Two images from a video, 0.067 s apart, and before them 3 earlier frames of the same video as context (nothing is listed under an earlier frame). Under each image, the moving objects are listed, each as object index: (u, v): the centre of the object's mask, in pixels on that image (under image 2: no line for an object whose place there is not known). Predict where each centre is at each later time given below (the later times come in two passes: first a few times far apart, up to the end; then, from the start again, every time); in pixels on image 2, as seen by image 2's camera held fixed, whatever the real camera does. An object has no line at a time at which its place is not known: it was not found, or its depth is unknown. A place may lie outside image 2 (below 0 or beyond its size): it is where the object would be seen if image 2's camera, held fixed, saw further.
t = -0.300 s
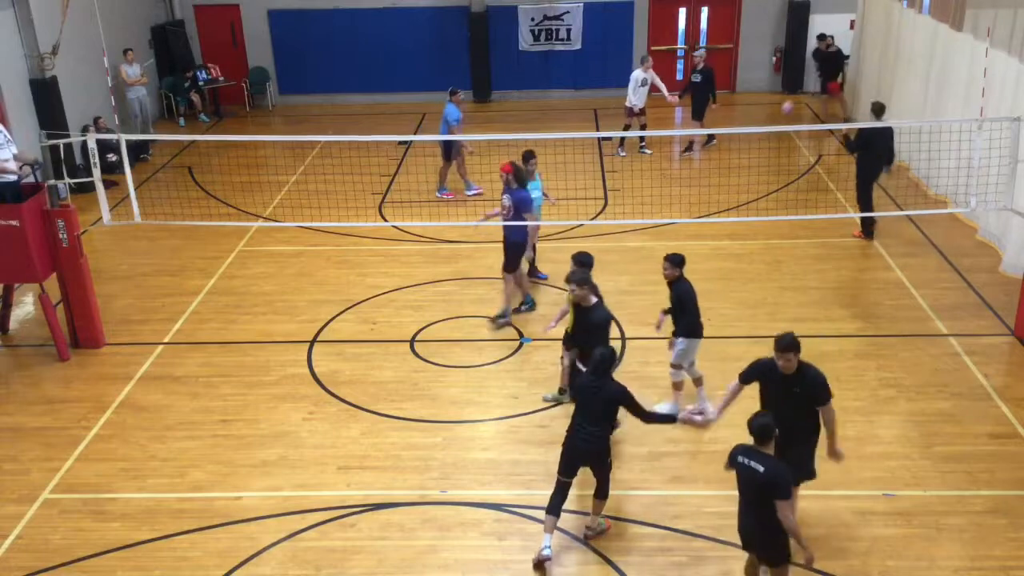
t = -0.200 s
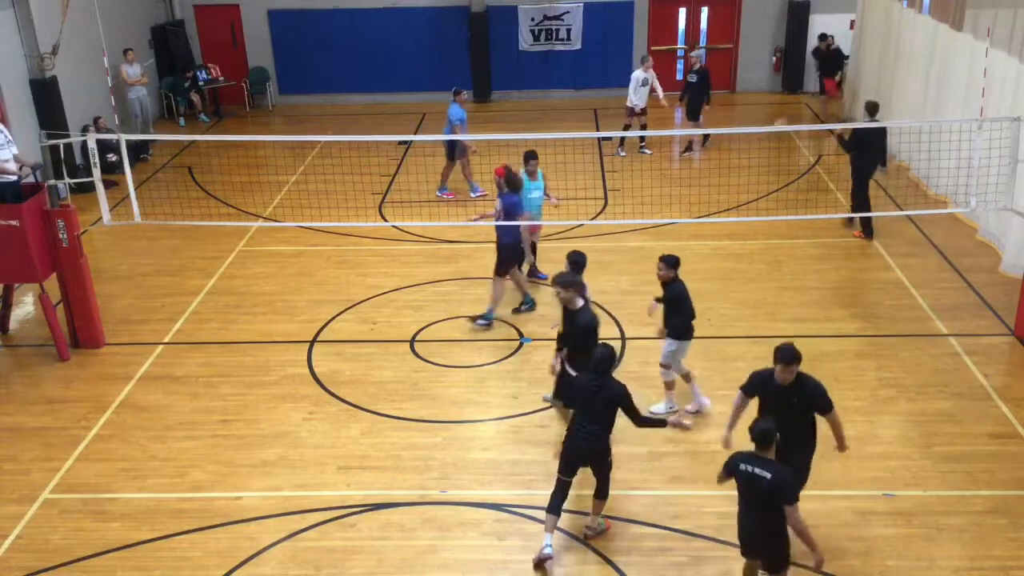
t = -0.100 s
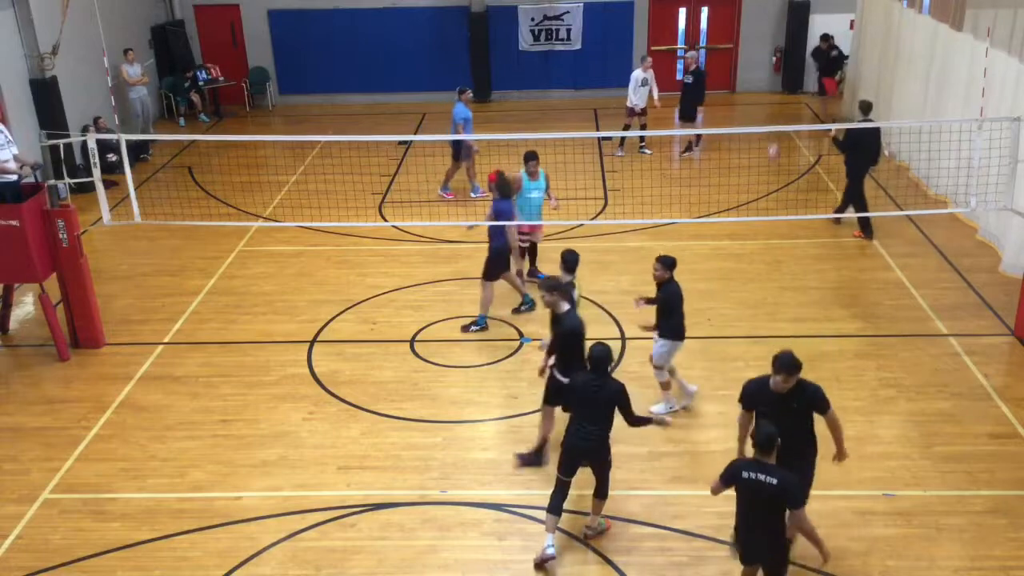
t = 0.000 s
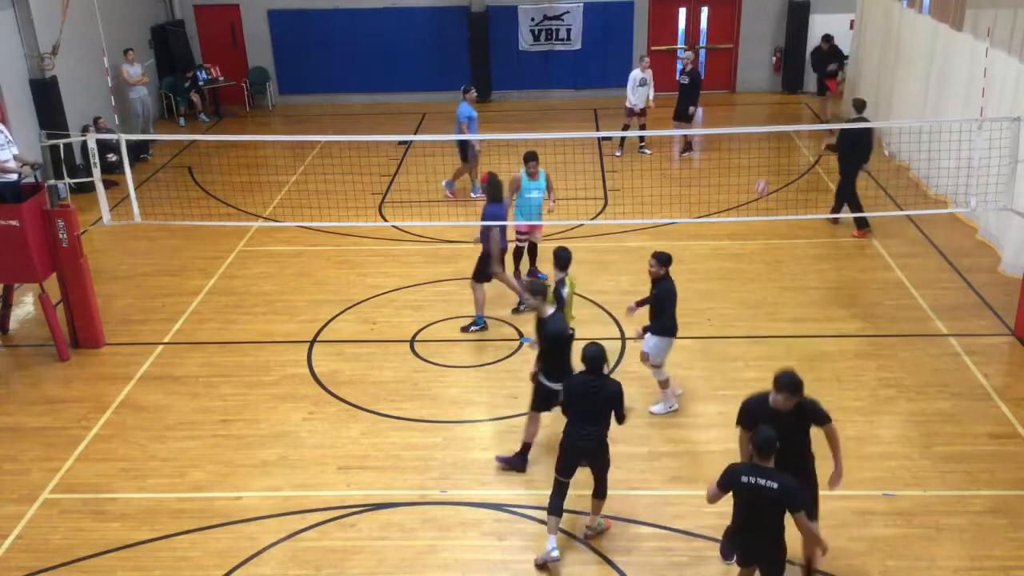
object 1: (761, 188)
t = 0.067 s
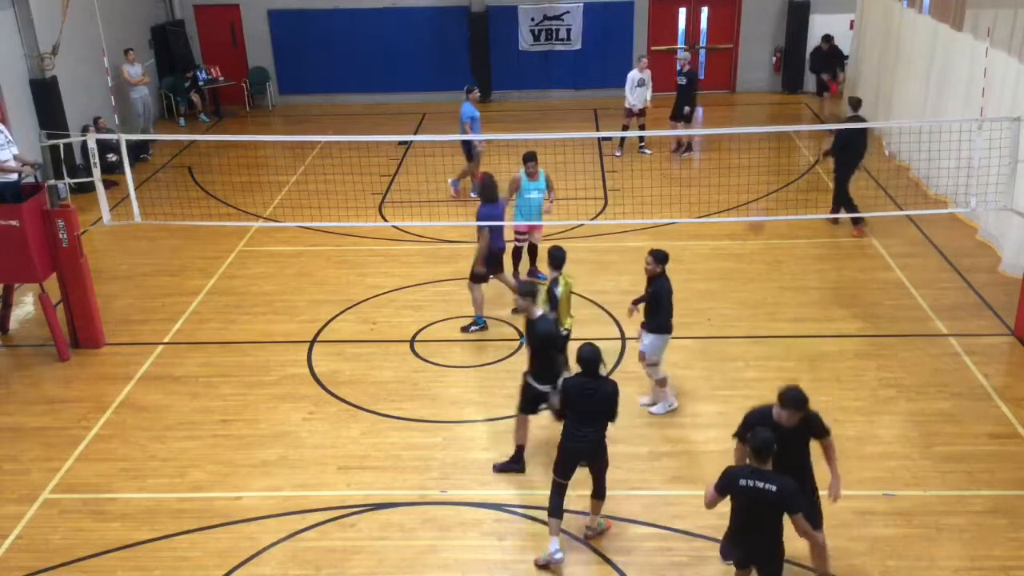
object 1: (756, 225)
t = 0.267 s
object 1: (743, 221)
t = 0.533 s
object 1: (723, 258)
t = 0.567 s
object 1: (719, 266)
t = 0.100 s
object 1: (751, 227)
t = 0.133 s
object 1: (750, 224)
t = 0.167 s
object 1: (750, 222)
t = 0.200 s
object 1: (747, 221)
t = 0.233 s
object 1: (745, 220)
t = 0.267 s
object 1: (743, 221)
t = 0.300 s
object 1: (741, 222)
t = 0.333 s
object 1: (738, 224)
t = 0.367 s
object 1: (735, 227)
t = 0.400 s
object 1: (734, 231)
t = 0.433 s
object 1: (731, 237)
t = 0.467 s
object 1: (729, 243)
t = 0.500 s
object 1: (725, 250)
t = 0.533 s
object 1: (723, 258)
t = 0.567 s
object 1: (719, 266)
